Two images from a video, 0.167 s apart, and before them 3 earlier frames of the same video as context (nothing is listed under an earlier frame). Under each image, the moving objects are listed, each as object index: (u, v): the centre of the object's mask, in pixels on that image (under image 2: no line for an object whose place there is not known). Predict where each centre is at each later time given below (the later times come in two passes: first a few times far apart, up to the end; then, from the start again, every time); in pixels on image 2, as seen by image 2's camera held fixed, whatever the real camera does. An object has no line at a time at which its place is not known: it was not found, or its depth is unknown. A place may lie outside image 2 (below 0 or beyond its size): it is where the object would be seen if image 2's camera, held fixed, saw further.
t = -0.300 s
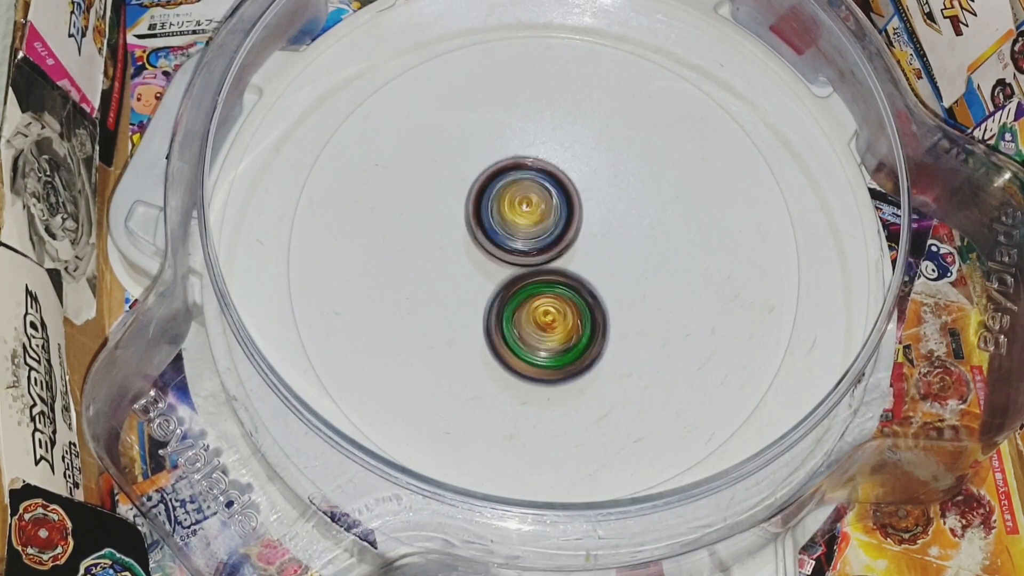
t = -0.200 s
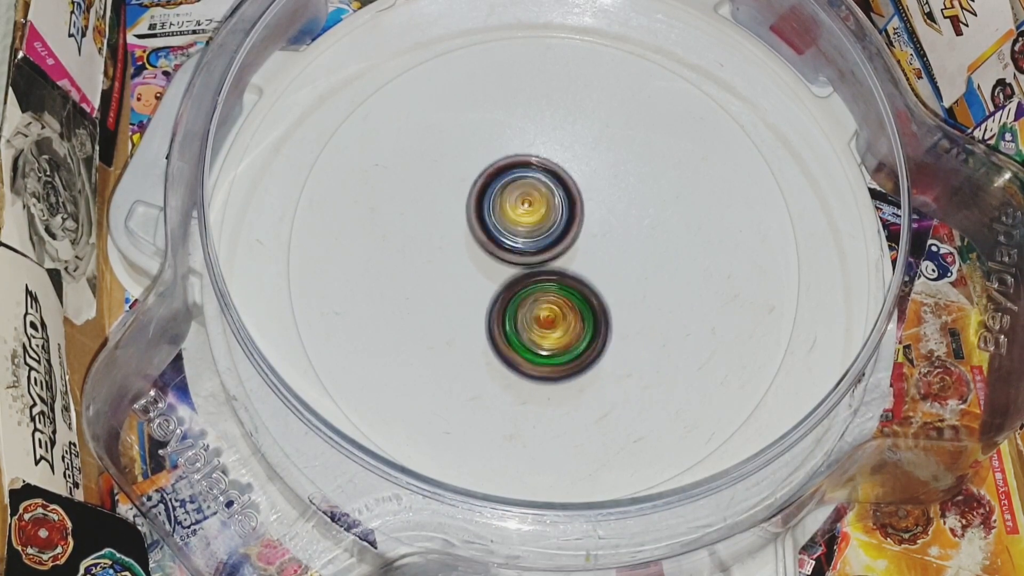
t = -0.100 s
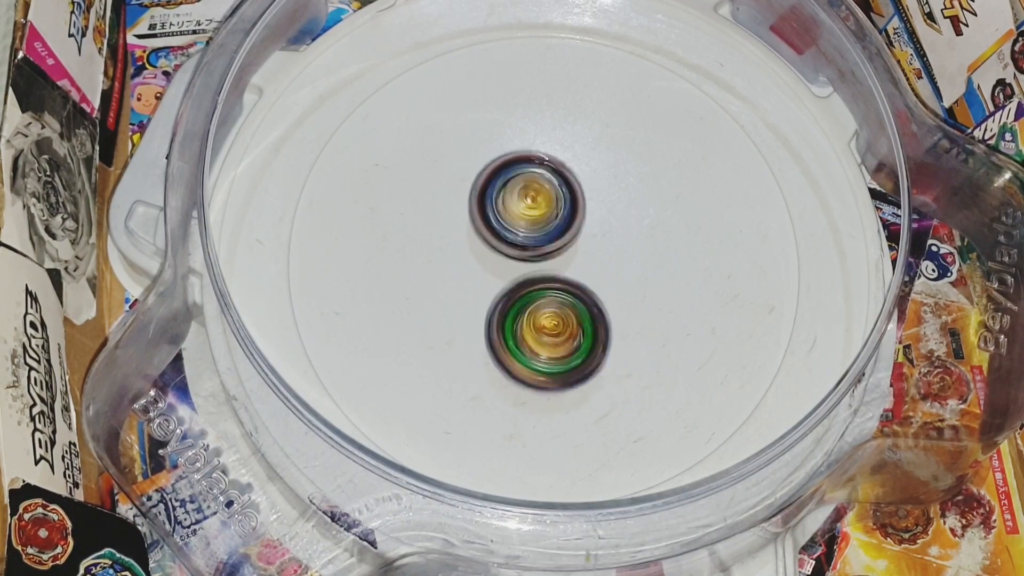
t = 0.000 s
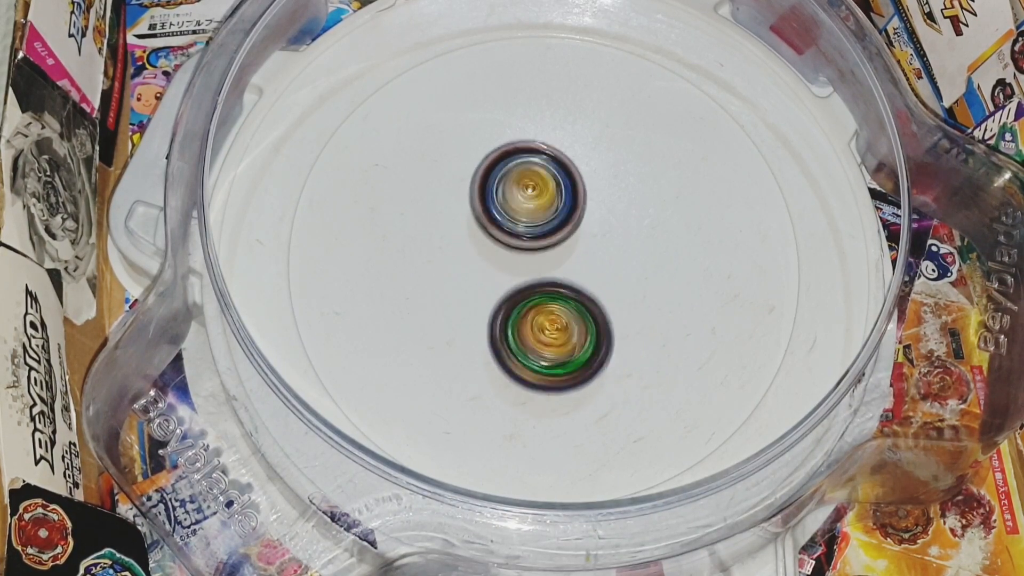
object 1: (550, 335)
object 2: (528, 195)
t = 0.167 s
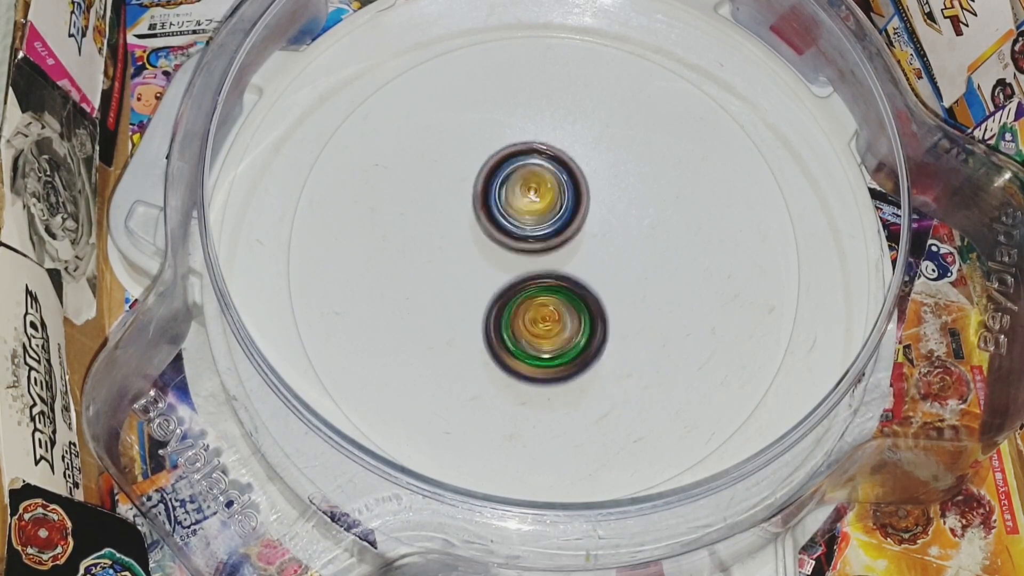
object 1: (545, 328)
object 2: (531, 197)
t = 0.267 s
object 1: (543, 323)
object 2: (534, 205)
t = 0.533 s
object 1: (543, 352)
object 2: (535, 192)
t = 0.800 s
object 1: (530, 334)
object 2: (536, 219)
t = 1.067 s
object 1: (529, 347)
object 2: (536, 214)
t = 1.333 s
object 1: (523, 339)
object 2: (537, 225)
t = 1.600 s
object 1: (522, 345)
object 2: (544, 217)
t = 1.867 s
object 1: (515, 331)
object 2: (550, 217)
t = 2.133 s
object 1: (508, 335)
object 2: (555, 220)
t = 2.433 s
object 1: (495, 338)
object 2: (566, 211)
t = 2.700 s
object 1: (490, 324)
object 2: (566, 219)
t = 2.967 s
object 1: (476, 327)
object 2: (567, 229)
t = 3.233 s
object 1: (471, 317)
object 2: (564, 236)
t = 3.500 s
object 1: (466, 311)
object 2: (566, 234)
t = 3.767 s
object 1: (464, 300)
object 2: (569, 228)
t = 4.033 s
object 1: (462, 292)
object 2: (563, 231)
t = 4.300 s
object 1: (468, 286)
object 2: (571, 227)
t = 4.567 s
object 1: (470, 277)
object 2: (588, 221)
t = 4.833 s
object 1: (472, 272)
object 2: (586, 236)
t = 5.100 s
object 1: (451, 278)
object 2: (607, 246)
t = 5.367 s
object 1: (467, 266)
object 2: (606, 250)
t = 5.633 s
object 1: (459, 264)
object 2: (588, 252)
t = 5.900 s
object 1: (462, 262)
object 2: (583, 243)
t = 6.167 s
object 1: (468, 257)
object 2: (593, 235)
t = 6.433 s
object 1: (467, 254)
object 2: (588, 240)
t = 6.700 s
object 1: (465, 263)
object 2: (606, 247)
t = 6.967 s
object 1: (473, 255)
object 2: (602, 256)
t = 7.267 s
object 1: (459, 261)
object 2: (606, 259)
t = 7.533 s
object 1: (470, 252)
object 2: (601, 250)
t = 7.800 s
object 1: (462, 255)
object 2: (585, 241)
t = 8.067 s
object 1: (462, 247)
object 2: (598, 237)
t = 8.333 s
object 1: (463, 243)
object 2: (585, 244)
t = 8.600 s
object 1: (463, 248)
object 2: (598, 252)
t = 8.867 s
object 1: (460, 235)
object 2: (595, 261)
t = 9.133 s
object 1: (459, 235)
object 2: (580, 256)
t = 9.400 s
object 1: (458, 234)
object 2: (593, 247)
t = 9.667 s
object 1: (466, 236)
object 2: (610, 238)
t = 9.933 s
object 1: (493, 272)
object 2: (603, 244)
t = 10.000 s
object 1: (494, 283)
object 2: (609, 245)
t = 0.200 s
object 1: (544, 326)
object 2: (531, 198)
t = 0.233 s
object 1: (543, 324)
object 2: (532, 202)
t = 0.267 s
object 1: (543, 323)
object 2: (534, 205)
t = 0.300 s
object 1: (541, 322)
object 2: (534, 208)
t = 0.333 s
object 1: (542, 328)
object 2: (535, 207)
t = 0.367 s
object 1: (543, 344)
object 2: (535, 196)
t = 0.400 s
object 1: (545, 353)
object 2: (536, 190)
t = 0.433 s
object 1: (546, 357)
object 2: (535, 190)
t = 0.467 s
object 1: (546, 357)
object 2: (535, 190)
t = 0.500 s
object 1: (545, 354)
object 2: (535, 191)
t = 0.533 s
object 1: (543, 352)
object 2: (535, 192)
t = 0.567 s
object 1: (541, 349)
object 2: (535, 194)
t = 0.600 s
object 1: (539, 347)
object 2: (535, 197)
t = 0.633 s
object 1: (537, 345)
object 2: (535, 199)
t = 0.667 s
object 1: (536, 343)
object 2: (535, 203)
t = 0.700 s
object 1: (534, 341)
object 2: (535, 206)
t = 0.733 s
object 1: (533, 339)
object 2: (536, 210)
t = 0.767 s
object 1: (531, 337)
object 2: (536, 214)
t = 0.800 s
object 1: (530, 334)
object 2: (536, 219)
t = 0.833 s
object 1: (529, 335)
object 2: (536, 222)
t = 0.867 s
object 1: (529, 338)
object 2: (536, 224)
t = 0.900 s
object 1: (530, 339)
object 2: (537, 227)
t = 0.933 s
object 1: (530, 347)
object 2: (538, 220)
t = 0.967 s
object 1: (530, 353)
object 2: (539, 214)
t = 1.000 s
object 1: (530, 352)
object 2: (538, 213)
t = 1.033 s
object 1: (530, 350)
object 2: (538, 213)
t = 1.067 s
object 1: (529, 347)
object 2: (536, 214)
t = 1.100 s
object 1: (527, 344)
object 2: (536, 215)
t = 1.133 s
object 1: (526, 342)
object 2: (535, 217)
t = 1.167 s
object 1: (526, 340)
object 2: (535, 219)
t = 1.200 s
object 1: (525, 339)
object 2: (535, 221)
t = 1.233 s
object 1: (524, 337)
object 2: (535, 224)
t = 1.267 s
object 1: (523, 338)
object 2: (535, 226)
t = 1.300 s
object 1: (523, 340)
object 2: (536, 224)
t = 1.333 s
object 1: (523, 339)
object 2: (537, 225)
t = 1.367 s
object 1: (522, 340)
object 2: (536, 225)
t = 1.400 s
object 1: (523, 340)
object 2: (537, 226)
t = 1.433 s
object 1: (524, 340)
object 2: (538, 225)
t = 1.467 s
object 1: (523, 339)
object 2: (539, 226)
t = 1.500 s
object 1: (522, 337)
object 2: (540, 226)
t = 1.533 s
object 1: (521, 341)
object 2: (542, 222)
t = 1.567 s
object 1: (521, 346)
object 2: (545, 218)
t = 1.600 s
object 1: (522, 345)
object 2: (544, 217)
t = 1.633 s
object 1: (522, 343)
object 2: (546, 215)
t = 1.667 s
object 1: (521, 339)
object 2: (546, 214)
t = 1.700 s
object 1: (520, 337)
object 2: (547, 213)
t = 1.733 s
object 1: (519, 336)
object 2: (548, 213)
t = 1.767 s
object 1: (518, 334)
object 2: (548, 214)
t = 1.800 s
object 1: (517, 334)
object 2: (549, 214)
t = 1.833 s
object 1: (516, 332)
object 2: (549, 216)
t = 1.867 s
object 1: (515, 331)
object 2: (550, 217)
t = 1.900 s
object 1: (514, 329)
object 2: (550, 220)
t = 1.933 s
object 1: (513, 328)
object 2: (551, 222)
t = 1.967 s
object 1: (512, 334)
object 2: (552, 219)
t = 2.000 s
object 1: (509, 341)
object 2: (555, 217)
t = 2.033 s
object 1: (510, 343)
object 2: (555, 217)
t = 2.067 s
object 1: (510, 341)
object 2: (555, 217)
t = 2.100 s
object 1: (509, 338)
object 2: (555, 218)
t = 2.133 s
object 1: (508, 335)
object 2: (555, 220)
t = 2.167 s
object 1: (508, 333)
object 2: (554, 221)
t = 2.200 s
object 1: (507, 331)
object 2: (555, 224)
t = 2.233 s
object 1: (506, 329)
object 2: (554, 226)
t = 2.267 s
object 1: (505, 330)
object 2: (555, 227)
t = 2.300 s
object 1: (498, 339)
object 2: (560, 221)
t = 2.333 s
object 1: (494, 345)
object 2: (565, 214)
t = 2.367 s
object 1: (495, 345)
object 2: (566, 213)
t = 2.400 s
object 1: (495, 342)
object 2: (566, 211)
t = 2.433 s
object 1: (495, 338)
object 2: (566, 211)
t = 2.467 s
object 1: (495, 336)
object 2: (568, 210)
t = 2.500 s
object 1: (495, 332)
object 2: (568, 210)
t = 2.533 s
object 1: (495, 331)
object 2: (570, 210)
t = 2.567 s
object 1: (493, 329)
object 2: (569, 212)
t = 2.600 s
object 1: (493, 328)
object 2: (570, 214)
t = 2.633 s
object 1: (492, 326)
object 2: (568, 216)
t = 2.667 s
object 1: (491, 326)
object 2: (568, 217)
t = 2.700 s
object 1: (490, 324)
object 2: (566, 219)
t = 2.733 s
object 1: (490, 323)
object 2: (565, 222)
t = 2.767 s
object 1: (489, 321)
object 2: (563, 226)
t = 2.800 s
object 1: (489, 320)
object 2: (562, 230)
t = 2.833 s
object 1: (484, 325)
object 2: (565, 229)
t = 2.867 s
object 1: (477, 330)
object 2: (569, 228)
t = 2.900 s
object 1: (476, 331)
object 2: (568, 228)
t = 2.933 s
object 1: (476, 330)
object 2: (568, 229)
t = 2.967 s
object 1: (476, 327)
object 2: (567, 229)
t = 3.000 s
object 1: (476, 325)
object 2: (567, 230)
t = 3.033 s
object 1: (476, 323)
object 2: (565, 232)
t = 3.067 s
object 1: (475, 321)
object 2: (564, 233)
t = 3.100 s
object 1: (476, 318)
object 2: (563, 236)
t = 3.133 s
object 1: (475, 316)
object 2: (561, 236)
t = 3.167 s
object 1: (471, 317)
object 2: (563, 237)
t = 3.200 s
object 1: (470, 318)
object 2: (564, 236)
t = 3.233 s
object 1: (471, 317)
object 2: (564, 236)
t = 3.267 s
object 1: (470, 315)
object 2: (564, 235)
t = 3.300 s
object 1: (470, 314)
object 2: (562, 236)
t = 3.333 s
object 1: (470, 312)
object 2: (562, 236)
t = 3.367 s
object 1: (469, 310)
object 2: (560, 237)
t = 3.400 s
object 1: (468, 311)
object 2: (562, 236)
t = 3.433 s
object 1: (468, 310)
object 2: (563, 236)
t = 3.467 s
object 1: (469, 309)
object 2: (562, 237)
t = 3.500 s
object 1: (466, 311)
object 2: (566, 234)
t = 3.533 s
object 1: (466, 311)
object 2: (568, 233)
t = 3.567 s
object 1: (466, 308)
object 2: (569, 231)
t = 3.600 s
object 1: (467, 306)
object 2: (570, 230)
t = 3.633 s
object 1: (465, 305)
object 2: (570, 229)
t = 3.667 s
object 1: (466, 304)
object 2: (571, 228)
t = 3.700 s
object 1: (465, 302)
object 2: (570, 228)
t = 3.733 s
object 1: (466, 301)
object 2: (570, 228)
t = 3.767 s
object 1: (464, 300)
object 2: (569, 228)
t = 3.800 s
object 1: (465, 299)
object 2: (568, 228)
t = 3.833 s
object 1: (464, 297)
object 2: (567, 229)
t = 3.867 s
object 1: (464, 296)
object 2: (566, 230)
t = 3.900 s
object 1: (464, 294)
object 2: (563, 231)
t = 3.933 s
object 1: (462, 296)
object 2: (565, 230)
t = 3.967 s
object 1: (460, 295)
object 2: (565, 230)
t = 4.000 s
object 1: (461, 295)
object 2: (565, 231)
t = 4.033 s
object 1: (462, 292)
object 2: (563, 231)
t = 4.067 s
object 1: (462, 293)
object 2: (565, 232)
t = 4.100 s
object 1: (462, 292)
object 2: (565, 231)
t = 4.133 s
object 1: (464, 291)
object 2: (566, 232)
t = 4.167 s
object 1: (461, 291)
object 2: (567, 231)
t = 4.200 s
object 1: (461, 292)
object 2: (569, 229)
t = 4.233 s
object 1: (463, 290)
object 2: (571, 227)
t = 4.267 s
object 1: (466, 288)
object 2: (571, 227)
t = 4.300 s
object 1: (468, 286)
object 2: (571, 227)
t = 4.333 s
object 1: (464, 287)
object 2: (577, 225)
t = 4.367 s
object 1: (465, 287)
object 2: (582, 222)
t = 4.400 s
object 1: (466, 286)
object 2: (584, 222)
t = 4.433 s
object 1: (467, 283)
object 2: (585, 220)
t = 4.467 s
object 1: (467, 281)
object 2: (586, 221)
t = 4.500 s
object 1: (467, 280)
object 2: (587, 220)
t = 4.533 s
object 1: (470, 279)
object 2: (588, 221)
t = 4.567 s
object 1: (470, 277)
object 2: (588, 221)
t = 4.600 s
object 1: (471, 276)
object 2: (588, 223)
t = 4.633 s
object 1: (471, 275)
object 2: (586, 224)
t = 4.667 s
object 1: (472, 274)
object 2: (586, 226)
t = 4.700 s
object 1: (473, 274)
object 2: (585, 228)
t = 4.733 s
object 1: (473, 274)
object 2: (587, 230)
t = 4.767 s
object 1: (470, 274)
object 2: (588, 232)
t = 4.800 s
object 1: (470, 274)
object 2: (588, 234)
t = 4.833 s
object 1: (472, 272)
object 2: (586, 236)
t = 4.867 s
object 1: (471, 271)
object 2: (587, 237)
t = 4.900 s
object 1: (467, 273)
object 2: (588, 239)
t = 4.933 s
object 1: (463, 273)
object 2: (589, 241)
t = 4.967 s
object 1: (463, 274)
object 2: (588, 244)
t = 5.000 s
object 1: (467, 274)
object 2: (587, 245)
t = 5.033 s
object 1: (465, 274)
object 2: (590, 246)
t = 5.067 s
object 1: (455, 276)
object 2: (601, 245)
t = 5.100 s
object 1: (451, 278)
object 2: (607, 246)
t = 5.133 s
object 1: (453, 278)
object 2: (608, 246)
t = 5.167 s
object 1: (455, 276)
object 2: (611, 246)
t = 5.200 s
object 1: (459, 274)
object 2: (610, 248)
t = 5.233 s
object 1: (462, 272)
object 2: (611, 248)
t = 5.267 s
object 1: (463, 271)
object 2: (610, 249)
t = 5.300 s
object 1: (465, 270)
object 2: (609, 249)
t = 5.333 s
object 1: (466, 268)
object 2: (608, 249)
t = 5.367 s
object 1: (467, 266)
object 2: (606, 250)
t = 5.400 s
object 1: (466, 265)
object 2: (603, 251)
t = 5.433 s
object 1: (466, 264)
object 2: (600, 252)
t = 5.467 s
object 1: (466, 263)
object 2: (596, 253)
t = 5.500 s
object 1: (467, 263)
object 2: (592, 253)
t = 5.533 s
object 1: (460, 265)
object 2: (596, 254)
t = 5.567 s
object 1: (457, 266)
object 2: (593, 255)
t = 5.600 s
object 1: (458, 265)
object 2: (590, 253)
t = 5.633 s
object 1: (459, 264)
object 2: (588, 252)
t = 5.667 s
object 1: (459, 262)
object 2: (585, 252)
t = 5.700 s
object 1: (458, 263)
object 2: (584, 252)
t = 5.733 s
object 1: (458, 264)
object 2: (584, 251)
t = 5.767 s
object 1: (459, 263)
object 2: (582, 249)
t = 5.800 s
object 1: (459, 262)
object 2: (582, 246)
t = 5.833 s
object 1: (457, 265)
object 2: (584, 247)
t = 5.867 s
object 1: (459, 265)
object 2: (583, 245)
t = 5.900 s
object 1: (462, 262)
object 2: (583, 243)
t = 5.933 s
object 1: (461, 260)
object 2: (583, 241)
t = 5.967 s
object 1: (460, 262)
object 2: (583, 239)
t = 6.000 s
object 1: (462, 263)
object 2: (583, 238)
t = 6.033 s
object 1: (462, 262)
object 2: (587, 236)
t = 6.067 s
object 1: (461, 262)
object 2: (590, 236)
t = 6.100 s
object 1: (464, 262)
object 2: (591, 235)
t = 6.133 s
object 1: (466, 260)
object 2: (592, 234)
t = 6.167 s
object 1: (468, 257)
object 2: (593, 235)
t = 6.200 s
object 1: (468, 256)
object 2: (592, 233)
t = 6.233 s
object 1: (468, 254)
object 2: (594, 234)
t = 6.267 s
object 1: (467, 254)
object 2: (592, 235)
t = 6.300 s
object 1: (467, 253)
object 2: (593, 235)
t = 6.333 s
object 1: (468, 252)
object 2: (591, 237)
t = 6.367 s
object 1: (468, 252)
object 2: (591, 236)
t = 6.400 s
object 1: (468, 253)
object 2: (590, 238)
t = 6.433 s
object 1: (467, 254)
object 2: (588, 240)
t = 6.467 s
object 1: (467, 256)
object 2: (587, 241)
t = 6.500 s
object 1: (467, 258)
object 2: (588, 242)
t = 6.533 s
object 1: (465, 262)
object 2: (590, 244)
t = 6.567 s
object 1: (466, 263)
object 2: (588, 245)
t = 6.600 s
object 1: (465, 263)
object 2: (594, 246)
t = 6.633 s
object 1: (461, 264)
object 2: (602, 245)
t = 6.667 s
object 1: (462, 264)
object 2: (606, 246)
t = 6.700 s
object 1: (465, 263)
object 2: (606, 247)
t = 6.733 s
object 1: (465, 261)
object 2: (607, 246)
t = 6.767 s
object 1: (465, 259)
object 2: (609, 248)
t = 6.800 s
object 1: (467, 258)
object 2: (609, 249)
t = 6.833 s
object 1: (467, 256)
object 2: (609, 251)
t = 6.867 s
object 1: (468, 256)
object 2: (607, 252)
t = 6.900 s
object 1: (469, 255)
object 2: (606, 254)
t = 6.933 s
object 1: (469, 255)
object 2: (604, 255)
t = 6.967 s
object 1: (473, 255)
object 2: (602, 256)
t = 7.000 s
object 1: (476, 256)
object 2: (600, 257)
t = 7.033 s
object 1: (473, 257)
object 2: (603, 259)
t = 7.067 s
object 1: (473, 257)
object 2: (602, 259)
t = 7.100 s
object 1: (473, 257)
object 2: (598, 259)
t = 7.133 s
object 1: (474, 257)
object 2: (598, 259)
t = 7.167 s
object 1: (471, 258)
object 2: (597, 259)
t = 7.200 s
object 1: (471, 259)
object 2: (595, 259)
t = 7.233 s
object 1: (463, 260)
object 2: (602, 260)
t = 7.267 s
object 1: (459, 261)
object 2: (606, 259)
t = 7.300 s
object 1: (460, 263)
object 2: (607, 258)
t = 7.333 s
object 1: (464, 263)
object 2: (607, 257)
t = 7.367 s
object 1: (466, 261)
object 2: (607, 256)
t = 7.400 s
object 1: (468, 260)
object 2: (607, 254)
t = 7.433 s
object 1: (470, 257)
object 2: (606, 254)
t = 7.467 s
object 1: (469, 255)
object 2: (604, 252)
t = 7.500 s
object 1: (470, 254)
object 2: (603, 251)
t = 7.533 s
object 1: (470, 252)
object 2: (601, 250)
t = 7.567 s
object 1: (470, 251)
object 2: (598, 249)
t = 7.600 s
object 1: (470, 249)
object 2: (596, 247)
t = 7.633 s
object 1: (468, 248)
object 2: (594, 247)
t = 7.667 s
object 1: (466, 248)
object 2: (591, 246)
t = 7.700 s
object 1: (466, 249)
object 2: (589, 244)
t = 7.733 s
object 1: (463, 250)
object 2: (586, 243)
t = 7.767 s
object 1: (461, 253)
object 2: (586, 242)
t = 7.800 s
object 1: (462, 255)
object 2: (585, 241)
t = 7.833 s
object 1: (455, 258)
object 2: (592, 241)
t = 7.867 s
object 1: (454, 258)
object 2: (593, 241)
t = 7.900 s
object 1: (456, 259)
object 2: (593, 239)
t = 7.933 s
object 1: (459, 257)
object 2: (595, 237)
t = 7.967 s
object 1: (462, 255)
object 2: (597, 237)
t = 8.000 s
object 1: (462, 251)
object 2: (597, 237)
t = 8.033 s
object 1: (462, 249)
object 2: (597, 236)
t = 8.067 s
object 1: (462, 247)
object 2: (598, 237)
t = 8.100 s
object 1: (461, 246)
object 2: (596, 238)
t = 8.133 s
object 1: (461, 245)
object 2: (596, 238)
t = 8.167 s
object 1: (461, 244)
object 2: (595, 239)
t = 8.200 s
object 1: (462, 244)
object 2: (592, 240)
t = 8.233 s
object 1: (463, 243)
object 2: (590, 241)
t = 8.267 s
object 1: (465, 242)
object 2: (588, 242)
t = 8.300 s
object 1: (463, 243)
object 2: (587, 243)
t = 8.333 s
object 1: (463, 243)
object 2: (585, 244)
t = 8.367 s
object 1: (459, 244)
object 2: (587, 246)
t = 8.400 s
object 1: (458, 245)
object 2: (586, 248)
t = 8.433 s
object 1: (460, 246)
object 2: (584, 248)
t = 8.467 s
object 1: (462, 247)
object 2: (586, 247)
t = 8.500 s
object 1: (459, 248)
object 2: (592, 249)
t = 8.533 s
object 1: (457, 249)
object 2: (596, 252)
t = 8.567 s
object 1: (460, 249)
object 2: (597, 252)
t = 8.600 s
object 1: (463, 248)
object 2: (598, 252)
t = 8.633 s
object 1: (467, 245)
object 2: (598, 253)
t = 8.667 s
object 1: (469, 241)
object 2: (598, 253)
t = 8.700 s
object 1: (470, 240)
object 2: (598, 253)
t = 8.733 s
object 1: (473, 239)
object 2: (597, 255)
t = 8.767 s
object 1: (474, 238)
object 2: (594, 255)
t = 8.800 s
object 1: (467, 236)
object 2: (598, 257)
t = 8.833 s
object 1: (462, 236)
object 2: (599, 260)
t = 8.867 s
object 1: (460, 235)
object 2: (595, 261)
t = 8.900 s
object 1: (459, 235)
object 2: (594, 259)
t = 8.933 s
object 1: (460, 234)
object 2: (593, 260)
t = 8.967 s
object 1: (460, 233)
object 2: (591, 260)
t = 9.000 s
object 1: (459, 232)
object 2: (588, 260)
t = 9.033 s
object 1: (460, 232)
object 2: (585, 259)
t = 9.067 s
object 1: (459, 232)
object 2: (583, 258)
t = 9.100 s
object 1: (458, 233)
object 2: (582, 257)
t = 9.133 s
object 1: (459, 235)
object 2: (580, 256)
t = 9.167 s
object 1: (458, 236)
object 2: (582, 255)
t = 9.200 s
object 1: (454, 235)
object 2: (584, 255)
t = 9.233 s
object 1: (454, 234)
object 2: (583, 253)
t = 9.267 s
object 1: (455, 234)
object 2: (581, 250)
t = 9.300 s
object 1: (456, 235)
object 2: (582, 246)
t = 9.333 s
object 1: (459, 236)
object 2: (584, 244)
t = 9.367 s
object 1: (463, 236)
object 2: (585, 245)
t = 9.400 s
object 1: (458, 234)
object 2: (593, 247)
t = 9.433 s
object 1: (455, 235)
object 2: (601, 244)
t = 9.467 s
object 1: (457, 237)
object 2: (607, 242)
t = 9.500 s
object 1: (460, 237)
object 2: (611, 243)
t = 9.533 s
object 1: (462, 236)
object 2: (611, 244)
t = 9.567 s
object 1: (464, 235)
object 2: (609, 242)
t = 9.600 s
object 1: (465, 234)
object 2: (609, 240)
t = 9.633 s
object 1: (466, 235)
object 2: (609, 239)
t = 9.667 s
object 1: (466, 236)
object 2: (610, 238)
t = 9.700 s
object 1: (467, 237)
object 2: (610, 239)
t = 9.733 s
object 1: (469, 240)
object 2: (608, 240)
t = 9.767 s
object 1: (473, 243)
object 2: (604, 241)
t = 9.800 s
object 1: (477, 247)
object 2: (602, 241)
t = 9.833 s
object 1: (481, 253)
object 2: (601, 241)
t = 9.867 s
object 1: (487, 259)
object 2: (602, 243)
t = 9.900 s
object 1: (491, 264)
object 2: (600, 244)
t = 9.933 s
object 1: (493, 272)
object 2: (603, 244)
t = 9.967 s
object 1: (491, 278)
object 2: (611, 246)
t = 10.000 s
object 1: (494, 283)
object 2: (609, 245)
